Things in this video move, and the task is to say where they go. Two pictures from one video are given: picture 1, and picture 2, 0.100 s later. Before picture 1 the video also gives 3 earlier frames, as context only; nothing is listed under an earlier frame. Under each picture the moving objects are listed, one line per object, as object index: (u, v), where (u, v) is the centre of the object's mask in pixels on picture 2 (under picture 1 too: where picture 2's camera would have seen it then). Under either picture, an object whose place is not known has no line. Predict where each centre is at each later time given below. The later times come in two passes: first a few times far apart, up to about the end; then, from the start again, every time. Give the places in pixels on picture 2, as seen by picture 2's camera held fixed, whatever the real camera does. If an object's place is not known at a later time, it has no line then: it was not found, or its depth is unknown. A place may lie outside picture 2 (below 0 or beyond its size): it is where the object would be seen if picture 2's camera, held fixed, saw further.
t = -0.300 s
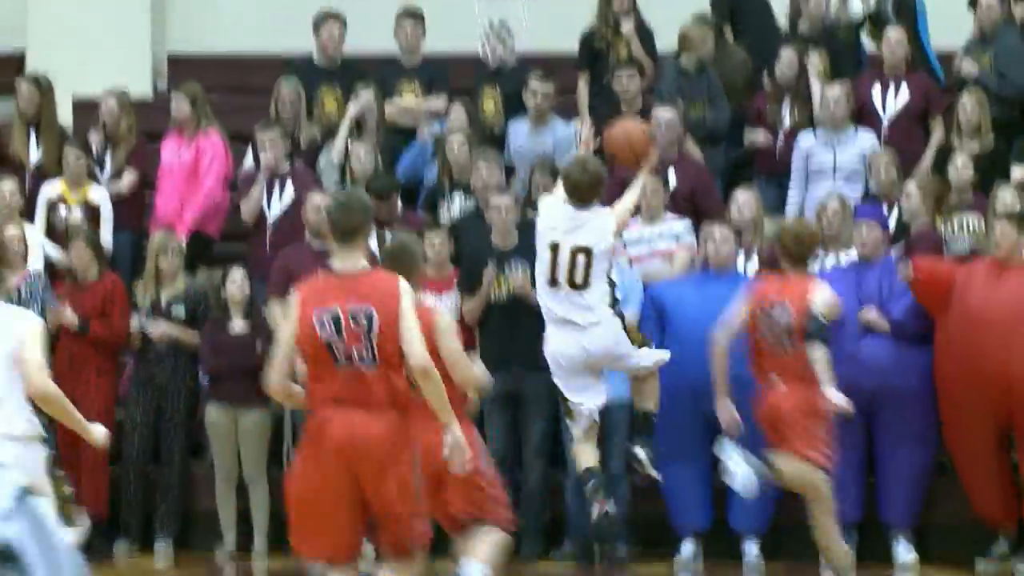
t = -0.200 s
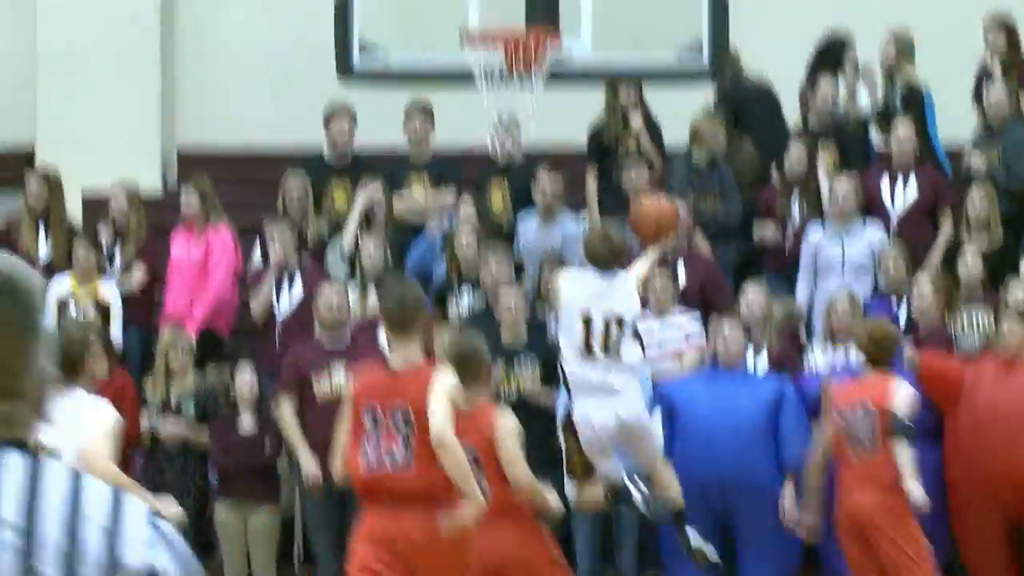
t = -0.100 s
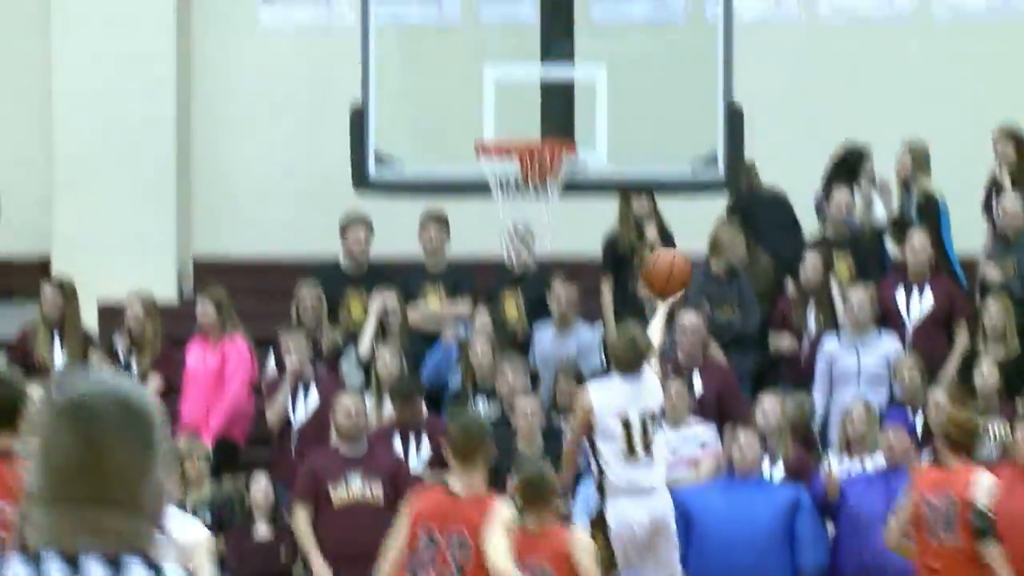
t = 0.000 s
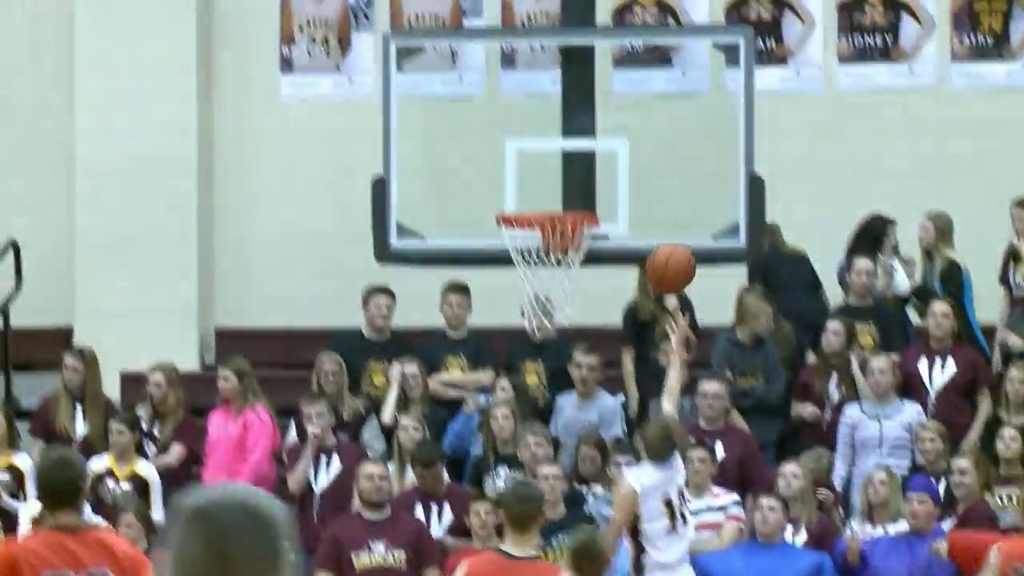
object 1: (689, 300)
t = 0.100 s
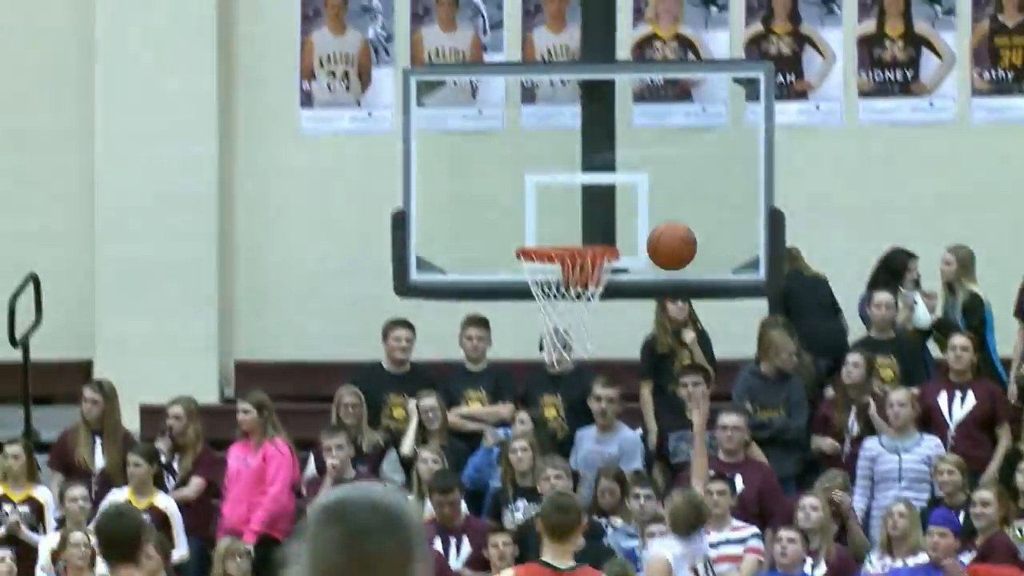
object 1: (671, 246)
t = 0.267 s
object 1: (638, 205)
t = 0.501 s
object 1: (591, 221)
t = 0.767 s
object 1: (561, 233)
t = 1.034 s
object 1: (544, 318)
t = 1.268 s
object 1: (563, 401)
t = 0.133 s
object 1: (666, 232)
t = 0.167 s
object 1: (660, 222)
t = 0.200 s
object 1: (653, 213)
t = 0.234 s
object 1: (645, 209)
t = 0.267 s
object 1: (638, 205)
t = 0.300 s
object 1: (631, 205)
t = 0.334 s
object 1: (623, 206)
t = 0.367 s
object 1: (616, 208)
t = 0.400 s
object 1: (608, 213)
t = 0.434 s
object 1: (601, 220)
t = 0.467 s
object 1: (595, 225)
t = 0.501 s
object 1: (591, 221)
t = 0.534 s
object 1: (587, 217)
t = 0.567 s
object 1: (583, 217)
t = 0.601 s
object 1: (579, 218)
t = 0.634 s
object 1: (575, 221)
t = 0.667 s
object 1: (572, 227)
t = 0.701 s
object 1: (567, 230)
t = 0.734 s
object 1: (565, 231)
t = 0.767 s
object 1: (561, 233)
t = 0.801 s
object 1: (558, 235)
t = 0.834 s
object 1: (555, 239)
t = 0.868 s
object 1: (552, 244)
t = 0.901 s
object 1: (548, 275)
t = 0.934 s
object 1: (544, 288)
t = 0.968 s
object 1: (543, 301)
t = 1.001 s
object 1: (543, 311)
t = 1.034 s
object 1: (544, 318)
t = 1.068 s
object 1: (548, 327)
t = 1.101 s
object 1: (548, 333)
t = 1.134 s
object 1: (551, 344)
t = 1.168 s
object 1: (554, 355)
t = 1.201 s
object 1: (557, 369)
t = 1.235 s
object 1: (561, 383)
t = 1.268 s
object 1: (563, 401)
